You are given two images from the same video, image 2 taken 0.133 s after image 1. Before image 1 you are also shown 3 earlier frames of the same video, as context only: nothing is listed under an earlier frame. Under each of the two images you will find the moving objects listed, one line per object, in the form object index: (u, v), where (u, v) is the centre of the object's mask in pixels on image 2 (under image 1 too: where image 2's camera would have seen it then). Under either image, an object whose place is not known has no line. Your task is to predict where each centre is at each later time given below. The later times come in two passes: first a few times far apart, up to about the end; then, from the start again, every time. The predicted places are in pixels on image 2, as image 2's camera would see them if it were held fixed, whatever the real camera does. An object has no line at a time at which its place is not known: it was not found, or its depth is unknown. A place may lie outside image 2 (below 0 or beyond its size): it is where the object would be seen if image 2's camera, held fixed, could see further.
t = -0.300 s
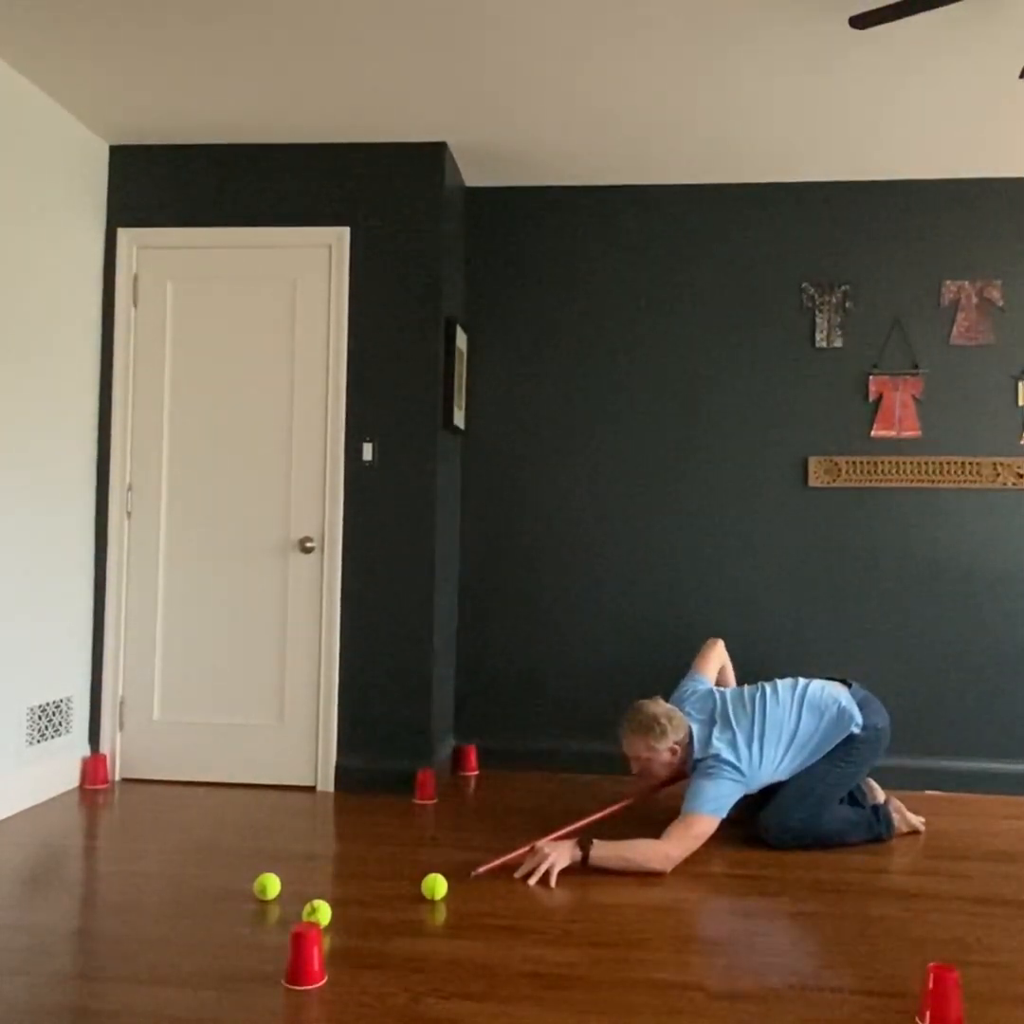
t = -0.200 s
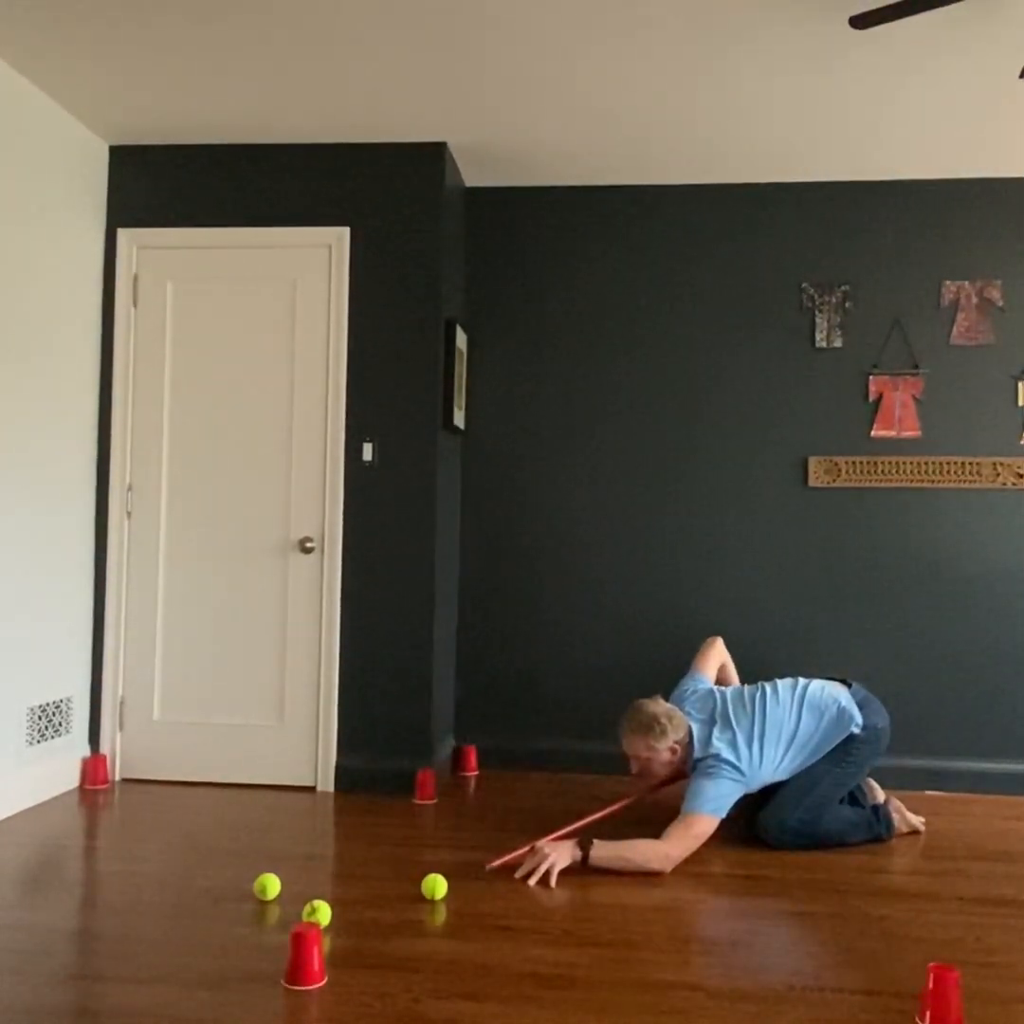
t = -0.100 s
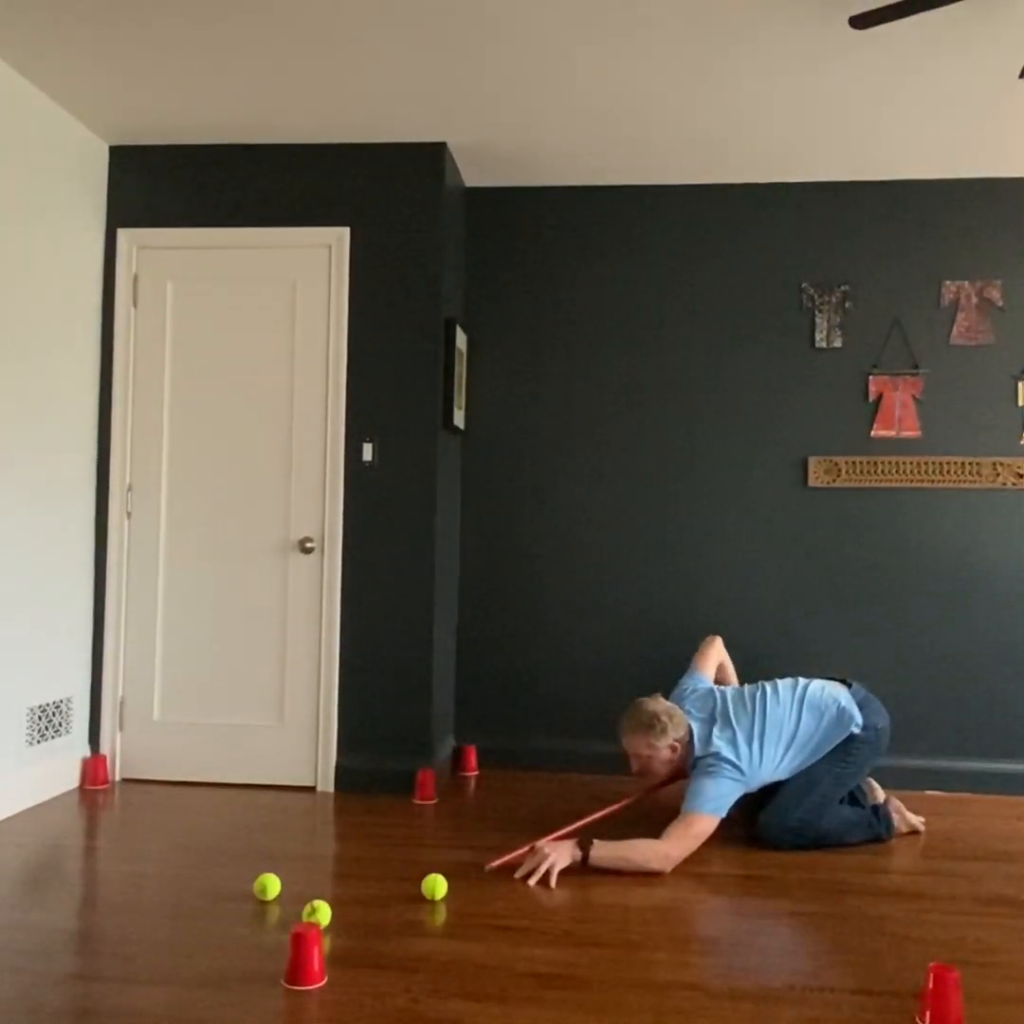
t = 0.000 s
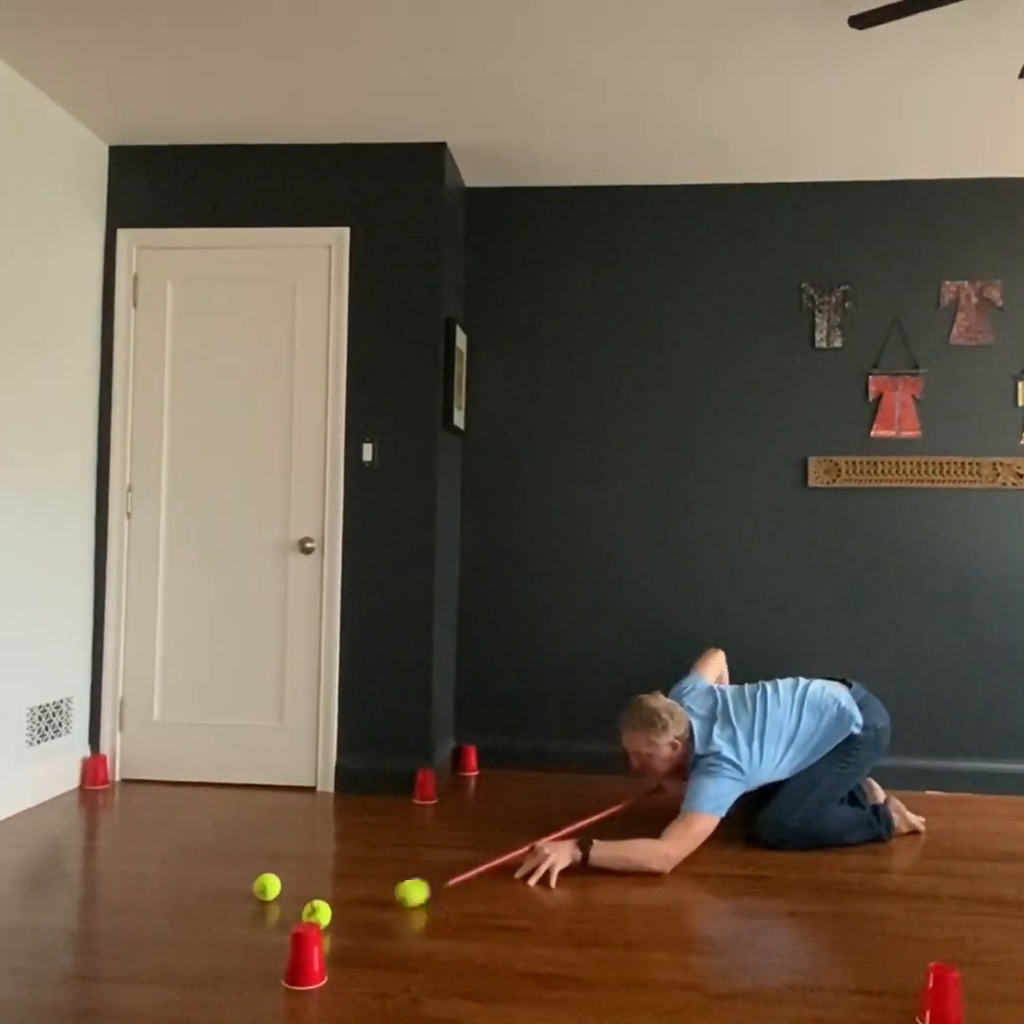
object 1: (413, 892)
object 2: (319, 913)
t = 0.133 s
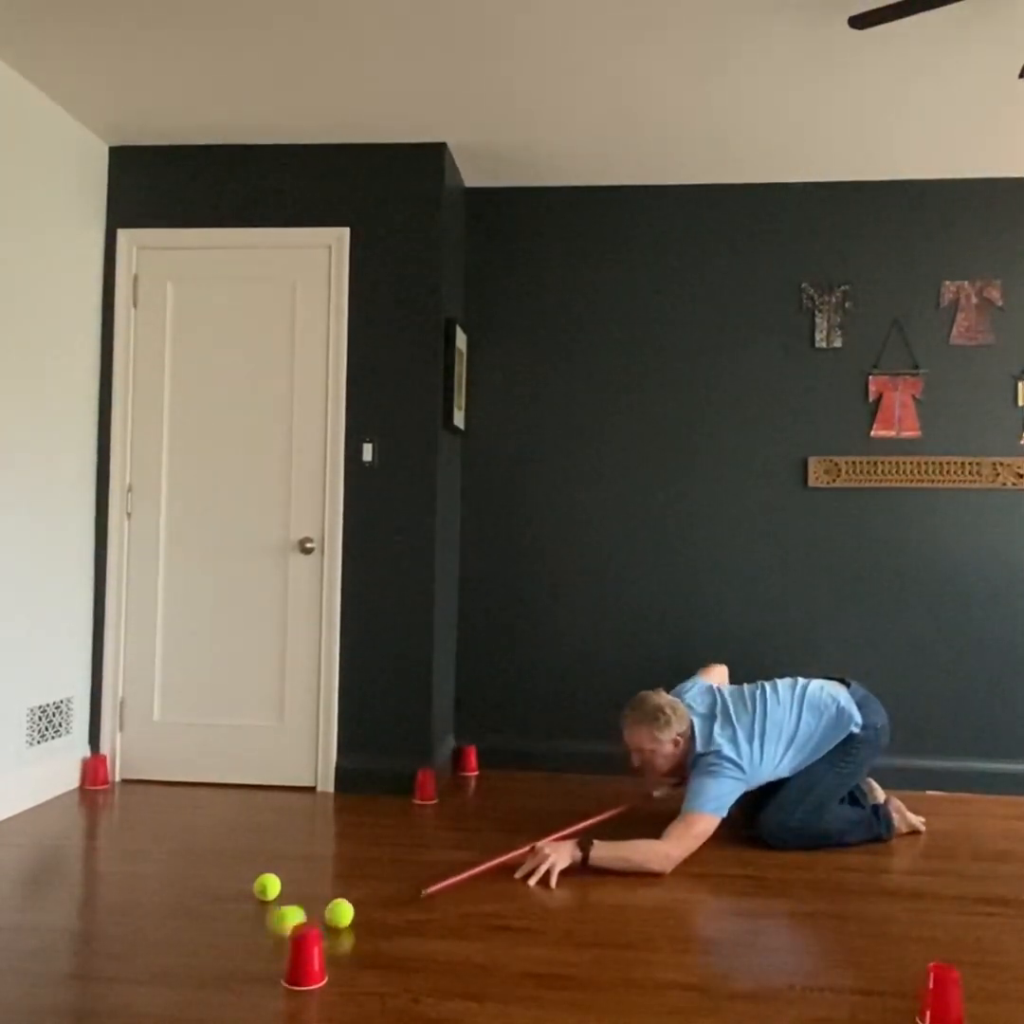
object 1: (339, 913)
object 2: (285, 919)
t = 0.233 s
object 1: (337, 916)
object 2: (220, 933)
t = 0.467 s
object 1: (332, 923)
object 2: (89, 958)
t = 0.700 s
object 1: (329, 929)
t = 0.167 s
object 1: (339, 914)
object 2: (266, 924)
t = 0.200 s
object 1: (338, 915)
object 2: (243, 929)
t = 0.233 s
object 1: (337, 916)
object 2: (220, 933)
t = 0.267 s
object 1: (336, 917)
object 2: (200, 937)
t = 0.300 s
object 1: (335, 919)
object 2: (180, 940)
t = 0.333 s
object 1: (335, 919)
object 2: (162, 944)
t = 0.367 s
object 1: (334, 920)
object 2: (144, 947)
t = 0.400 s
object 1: (333, 921)
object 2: (127, 950)
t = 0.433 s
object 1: (333, 922)
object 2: (107, 954)
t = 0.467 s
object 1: (332, 923)
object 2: (89, 958)
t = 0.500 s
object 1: (332, 924)
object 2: (70, 961)
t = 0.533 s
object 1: (331, 925)
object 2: (51, 965)
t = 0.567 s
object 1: (331, 926)
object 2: (32, 969)
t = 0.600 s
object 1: (331, 927)
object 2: (14, 972)
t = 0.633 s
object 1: (330, 927)
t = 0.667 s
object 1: (330, 928)
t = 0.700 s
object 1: (329, 929)
